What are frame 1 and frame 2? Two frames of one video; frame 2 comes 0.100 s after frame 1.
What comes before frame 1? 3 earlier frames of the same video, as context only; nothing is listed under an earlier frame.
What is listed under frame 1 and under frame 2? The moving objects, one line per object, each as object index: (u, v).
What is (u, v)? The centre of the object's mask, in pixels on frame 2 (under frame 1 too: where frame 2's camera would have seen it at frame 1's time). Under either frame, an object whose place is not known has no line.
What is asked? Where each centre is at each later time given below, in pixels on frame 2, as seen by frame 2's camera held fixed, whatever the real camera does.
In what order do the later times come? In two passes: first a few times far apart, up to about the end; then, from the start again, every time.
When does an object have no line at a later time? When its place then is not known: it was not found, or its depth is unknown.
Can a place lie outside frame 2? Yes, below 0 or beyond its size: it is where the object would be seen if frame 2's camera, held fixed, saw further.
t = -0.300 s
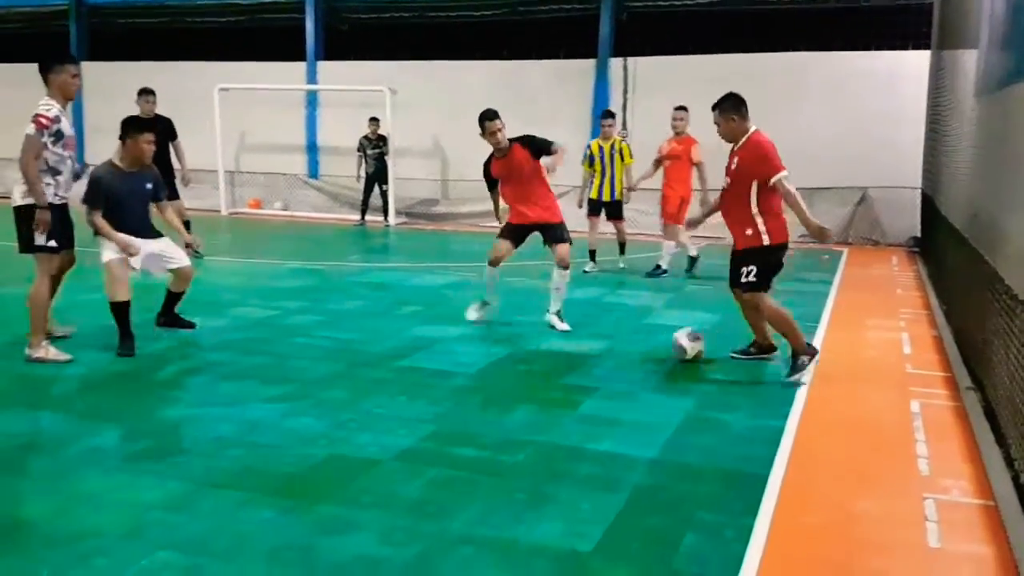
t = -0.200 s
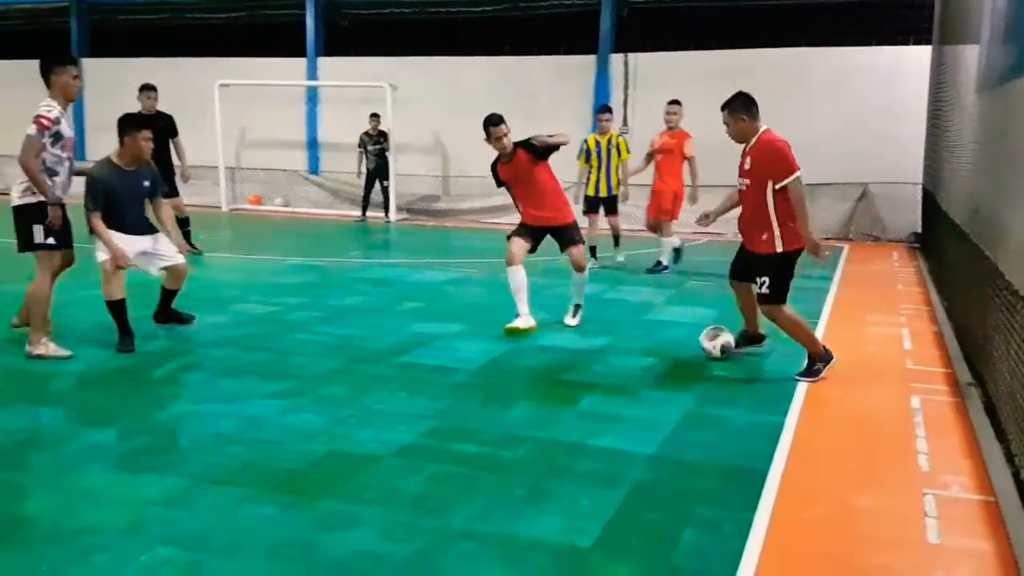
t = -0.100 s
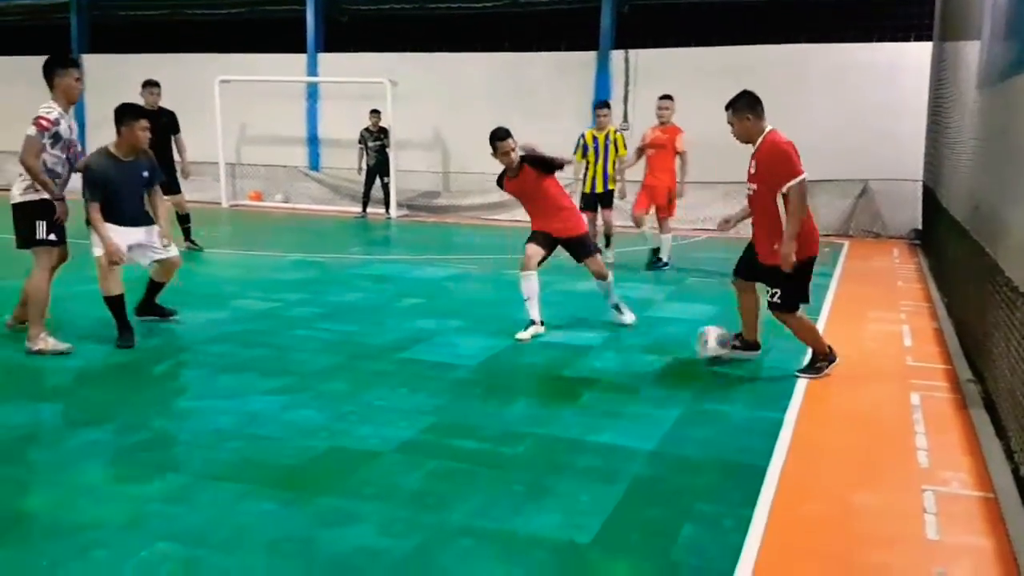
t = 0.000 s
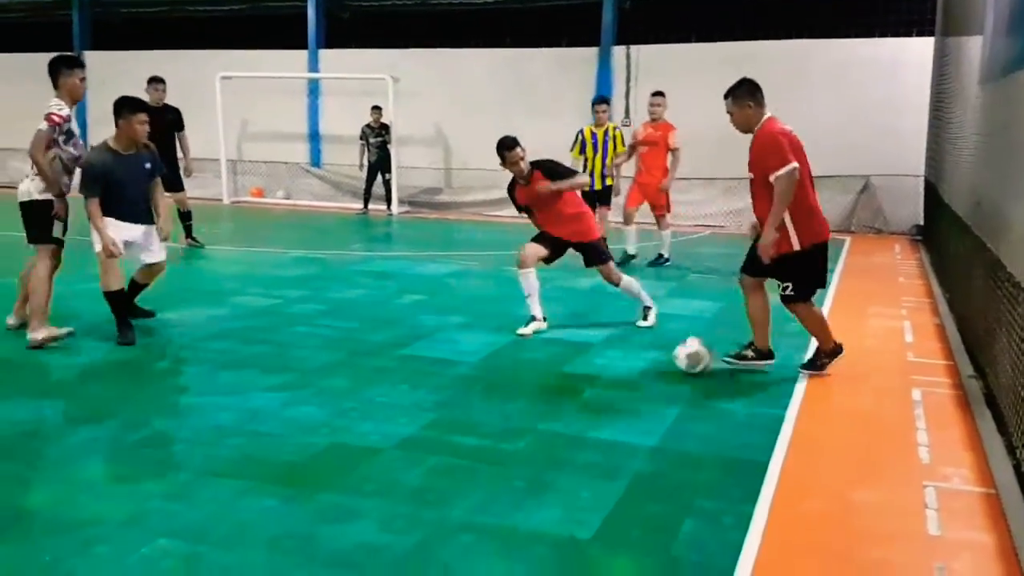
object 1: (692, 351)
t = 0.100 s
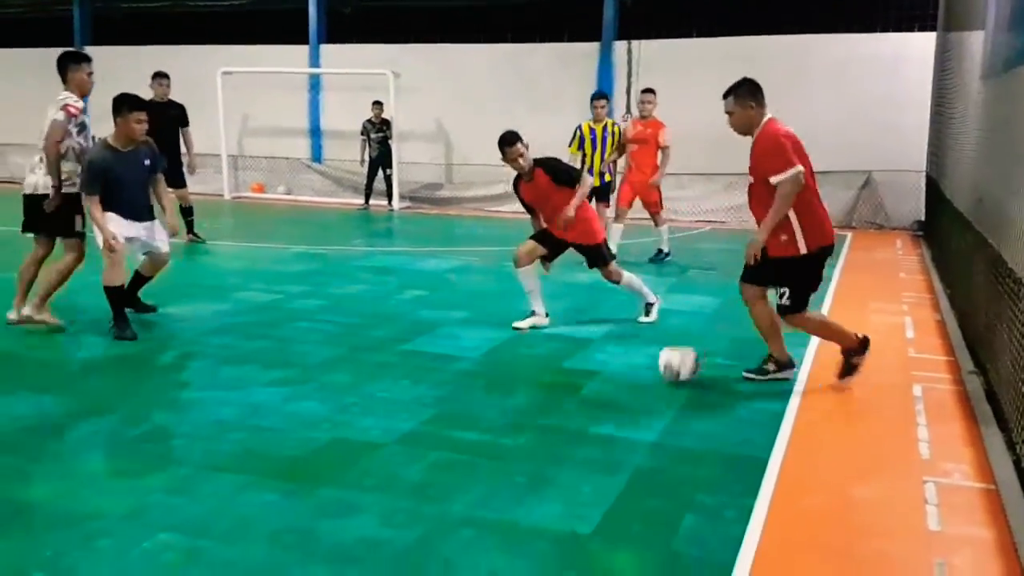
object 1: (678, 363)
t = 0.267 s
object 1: (658, 386)
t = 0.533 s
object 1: (626, 430)
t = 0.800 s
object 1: (584, 489)
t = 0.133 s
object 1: (673, 368)
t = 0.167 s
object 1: (670, 372)
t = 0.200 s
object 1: (666, 376)
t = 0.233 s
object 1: (662, 381)
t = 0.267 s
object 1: (658, 386)
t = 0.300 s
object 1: (655, 390)
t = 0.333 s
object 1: (651, 396)
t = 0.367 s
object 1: (649, 401)
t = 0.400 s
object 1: (645, 408)
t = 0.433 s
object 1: (640, 412)
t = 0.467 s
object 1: (635, 418)
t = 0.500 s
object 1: (629, 423)
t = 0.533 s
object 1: (626, 430)
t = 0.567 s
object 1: (621, 435)
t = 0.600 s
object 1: (617, 443)
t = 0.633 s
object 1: (612, 450)
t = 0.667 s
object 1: (607, 456)
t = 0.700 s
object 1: (600, 465)
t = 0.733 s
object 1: (595, 472)
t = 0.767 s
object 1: (589, 481)
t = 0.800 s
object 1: (584, 489)
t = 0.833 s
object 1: (578, 498)
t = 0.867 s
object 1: (573, 507)
